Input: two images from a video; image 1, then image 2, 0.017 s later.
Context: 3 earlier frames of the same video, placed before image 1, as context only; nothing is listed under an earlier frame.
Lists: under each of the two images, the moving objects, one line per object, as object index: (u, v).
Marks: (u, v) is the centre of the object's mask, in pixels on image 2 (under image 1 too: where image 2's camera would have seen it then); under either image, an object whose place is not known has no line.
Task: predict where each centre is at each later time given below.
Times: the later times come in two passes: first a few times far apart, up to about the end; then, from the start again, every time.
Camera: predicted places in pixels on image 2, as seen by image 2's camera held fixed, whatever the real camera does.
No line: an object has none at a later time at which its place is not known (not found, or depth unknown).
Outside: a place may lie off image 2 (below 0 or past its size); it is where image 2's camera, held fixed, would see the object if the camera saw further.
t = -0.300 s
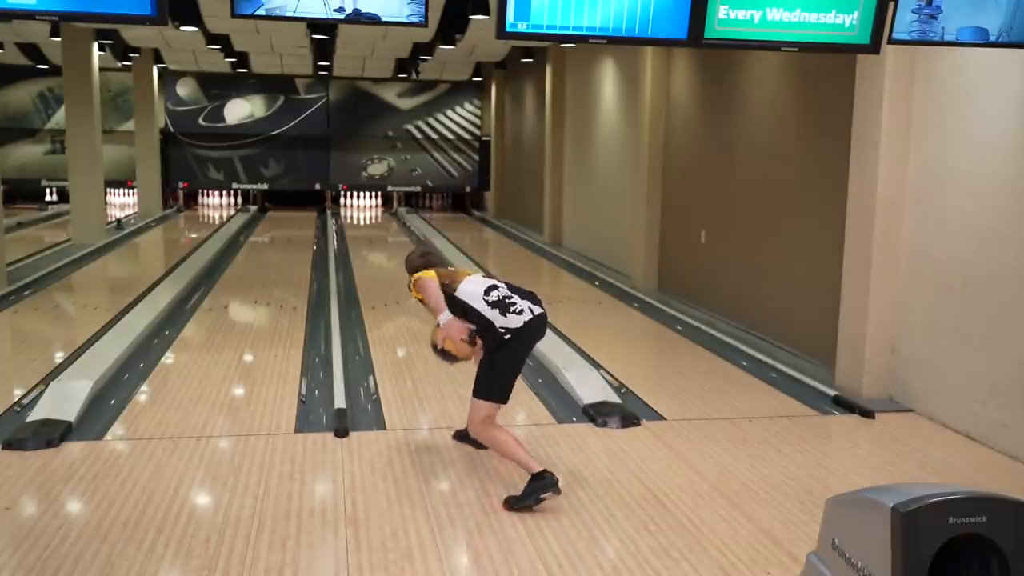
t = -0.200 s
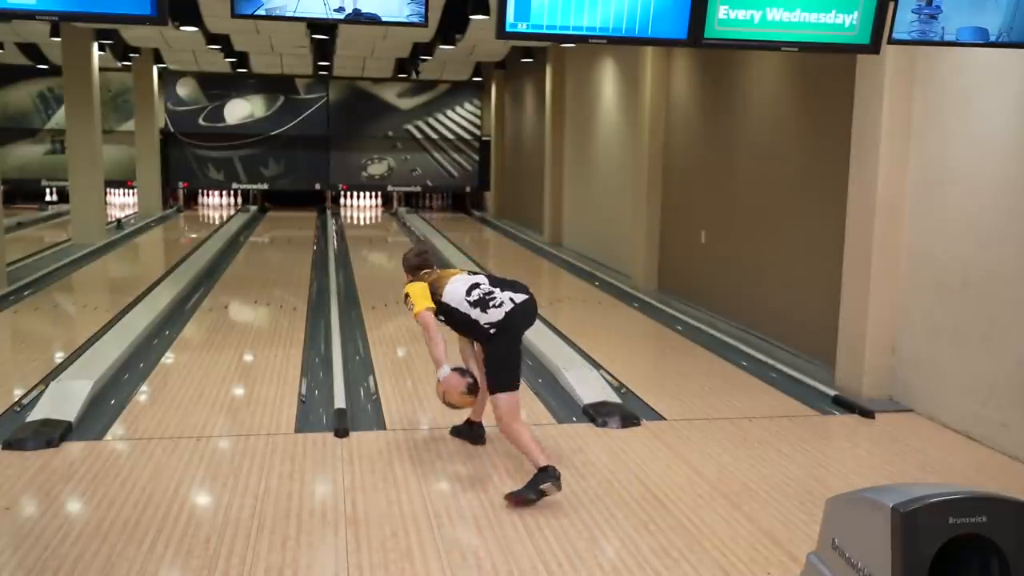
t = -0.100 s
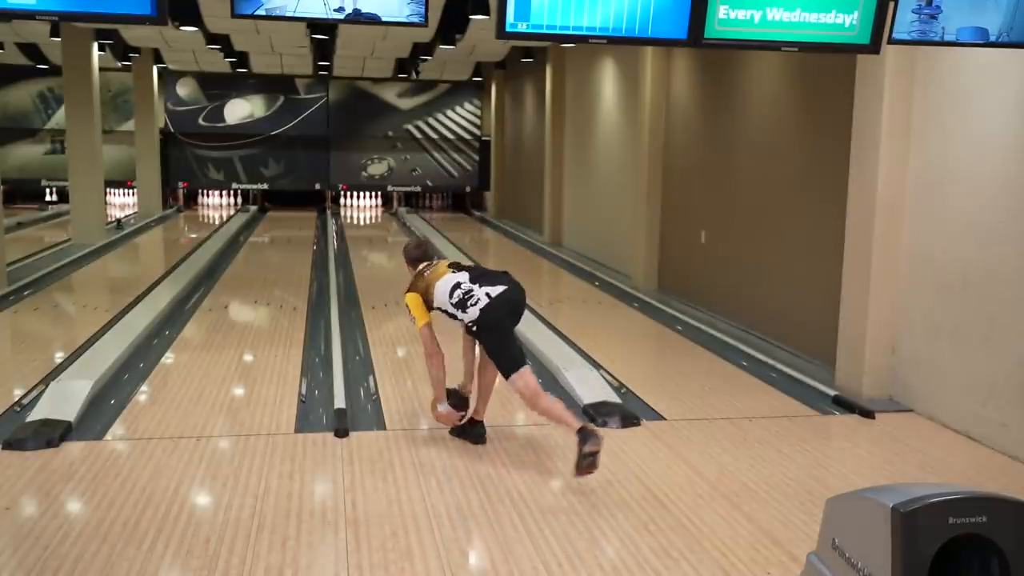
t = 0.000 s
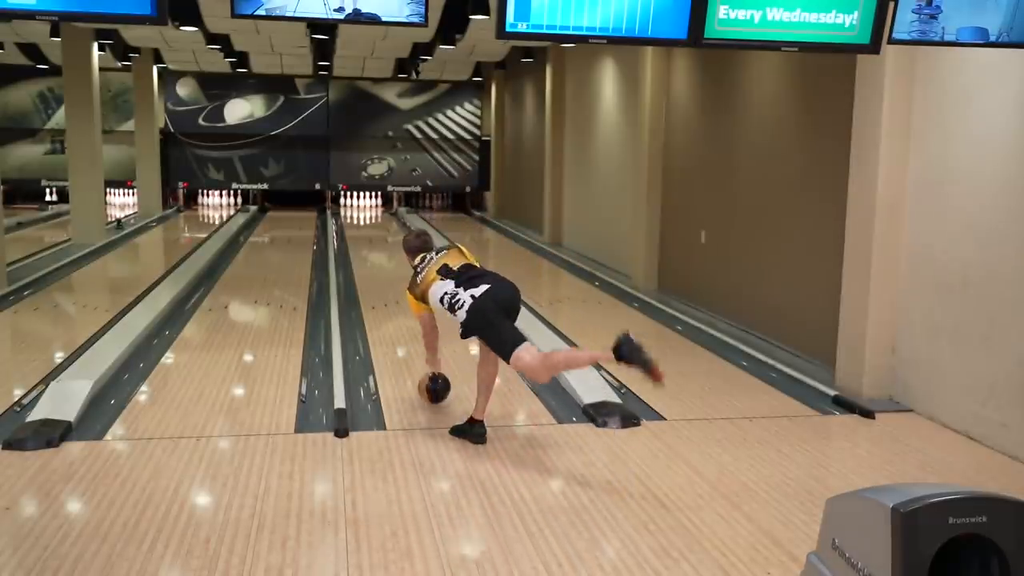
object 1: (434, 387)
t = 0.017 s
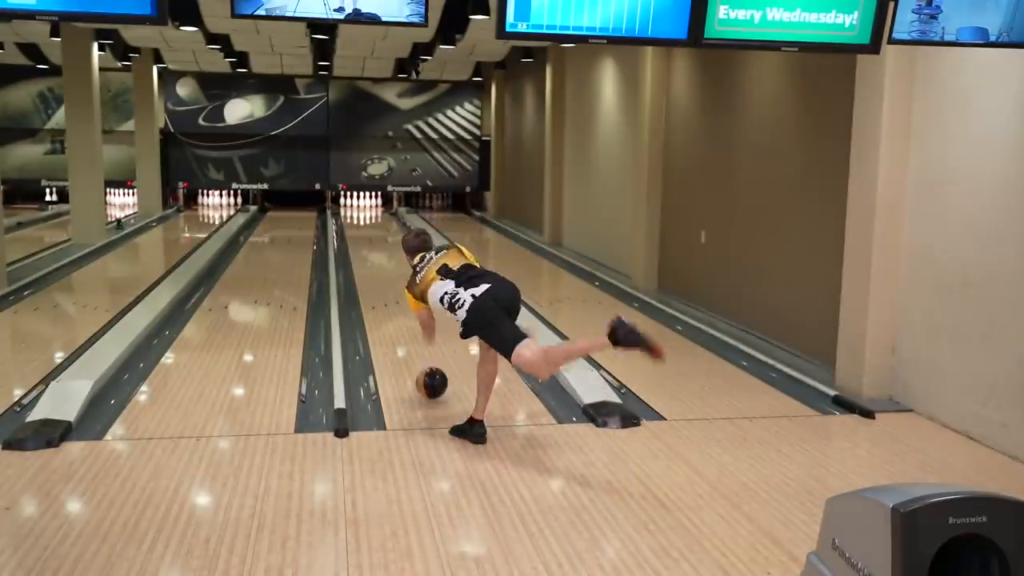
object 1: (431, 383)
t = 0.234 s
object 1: (405, 336)
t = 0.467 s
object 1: (388, 300)
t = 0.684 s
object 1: (376, 277)
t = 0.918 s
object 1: (368, 257)
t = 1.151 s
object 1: (361, 243)
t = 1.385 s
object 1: (357, 233)
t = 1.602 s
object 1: (354, 224)
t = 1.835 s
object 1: (352, 217)
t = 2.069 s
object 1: (354, 210)
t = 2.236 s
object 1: (355, 207)
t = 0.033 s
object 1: (429, 379)
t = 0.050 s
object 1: (426, 376)
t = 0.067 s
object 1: (424, 372)
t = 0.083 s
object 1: (422, 368)
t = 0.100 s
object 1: (419, 363)
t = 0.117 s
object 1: (418, 360)
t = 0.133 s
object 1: (416, 356)
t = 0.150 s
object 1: (414, 352)
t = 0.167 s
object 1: (412, 349)
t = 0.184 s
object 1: (410, 345)
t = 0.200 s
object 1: (409, 342)
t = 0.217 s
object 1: (407, 339)
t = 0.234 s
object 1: (405, 336)
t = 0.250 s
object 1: (404, 333)
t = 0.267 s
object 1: (403, 330)
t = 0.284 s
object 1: (401, 326)
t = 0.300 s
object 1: (400, 324)
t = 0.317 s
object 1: (398, 321)
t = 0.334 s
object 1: (397, 318)
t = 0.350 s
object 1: (396, 316)
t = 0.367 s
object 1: (396, 315)
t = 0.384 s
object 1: (394, 311)
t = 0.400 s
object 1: (392, 308)
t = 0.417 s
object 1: (391, 306)
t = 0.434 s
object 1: (390, 304)
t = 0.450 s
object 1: (389, 302)
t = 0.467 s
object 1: (388, 300)
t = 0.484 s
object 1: (387, 298)
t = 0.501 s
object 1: (386, 296)
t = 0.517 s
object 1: (385, 294)
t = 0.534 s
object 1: (384, 291)
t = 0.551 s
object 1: (383, 290)
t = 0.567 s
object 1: (382, 288)
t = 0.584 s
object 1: (381, 286)
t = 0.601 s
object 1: (380, 285)
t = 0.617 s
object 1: (380, 284)
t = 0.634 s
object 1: (379, 282)
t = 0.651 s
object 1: (378, 279)
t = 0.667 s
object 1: (377, 278)
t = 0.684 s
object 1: (376, 277)
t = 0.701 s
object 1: (375, 275)
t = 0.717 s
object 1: (375, 273)
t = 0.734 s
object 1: (374, 272)
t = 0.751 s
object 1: (374, 271)
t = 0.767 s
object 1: (373, 269)
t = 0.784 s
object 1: (372, 267)
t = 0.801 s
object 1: (372, 266)
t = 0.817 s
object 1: (371, 265)
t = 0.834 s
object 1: (370, 264)
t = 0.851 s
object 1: (370, 262)
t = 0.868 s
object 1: (369, 262)
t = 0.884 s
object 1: (369, 260)
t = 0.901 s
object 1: (368, 259)
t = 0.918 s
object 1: (368, 257)
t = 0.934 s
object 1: (367, 256)
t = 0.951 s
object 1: (367, 256)
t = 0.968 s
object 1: (366, 254)
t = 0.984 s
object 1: (365, 253)
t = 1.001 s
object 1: (365, 253)
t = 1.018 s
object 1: (365, 251)
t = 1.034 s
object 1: (364, 250)
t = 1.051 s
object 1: (364, 249)
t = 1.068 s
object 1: (364, 248)
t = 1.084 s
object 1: (363, 247)
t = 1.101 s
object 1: (362, 246)
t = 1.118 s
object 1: (362, 244)
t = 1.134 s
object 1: (362, 245)
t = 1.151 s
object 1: (361, 243)
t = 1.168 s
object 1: (361, 242)
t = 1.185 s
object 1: (361, 241)
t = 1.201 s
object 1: (361, 241)
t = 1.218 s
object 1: (360, 240)
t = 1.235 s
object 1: (360, 239)
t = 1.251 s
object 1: (360, 240)
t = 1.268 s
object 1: (359, 238)
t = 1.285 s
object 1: (358, 236)
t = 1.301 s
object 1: (358, 235)
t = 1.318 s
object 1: (358, 235)
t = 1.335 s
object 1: (358, 235)
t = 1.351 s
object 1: (358, 234)
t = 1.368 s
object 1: (358, 233)
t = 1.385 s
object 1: (357, 233)
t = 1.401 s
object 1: (356, 231)
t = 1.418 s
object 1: (356, 231)
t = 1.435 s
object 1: (356, 230)
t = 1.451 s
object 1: (356, 229)
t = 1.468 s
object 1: (355, 229)
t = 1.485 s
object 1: (355, 228)
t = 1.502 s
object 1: (355, 227)
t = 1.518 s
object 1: (355, 227)
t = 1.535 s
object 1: (354, 226)
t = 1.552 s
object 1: (354, 225)
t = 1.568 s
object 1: (354, 225)
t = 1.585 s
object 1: (354, 224)
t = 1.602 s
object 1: (354, 224)
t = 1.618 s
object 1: (354, 223)
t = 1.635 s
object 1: (354, 223)
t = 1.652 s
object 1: (353, 222)
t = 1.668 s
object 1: (353, 221)
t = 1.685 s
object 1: (353, 221)
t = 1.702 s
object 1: (353, 220)
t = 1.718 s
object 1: (353, 220)
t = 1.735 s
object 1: (353, 219)
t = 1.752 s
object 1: (353, 219)
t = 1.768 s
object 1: (352, 219)
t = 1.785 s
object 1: (353, 218)
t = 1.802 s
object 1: (353, 218)
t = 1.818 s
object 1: (352, 217)
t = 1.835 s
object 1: (352, 217)
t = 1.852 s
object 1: (352, 216)
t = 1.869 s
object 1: (352, 216)
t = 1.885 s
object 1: (352, 215)
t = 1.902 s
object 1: (352, 215)
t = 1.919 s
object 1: (353, 214)
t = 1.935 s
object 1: (353, 213)
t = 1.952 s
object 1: (353, 213)
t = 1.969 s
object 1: (353, 213)
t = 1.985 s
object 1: (353, 213)
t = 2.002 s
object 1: (353, 212)
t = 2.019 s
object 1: (354, 212)
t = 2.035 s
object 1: (354, 211)
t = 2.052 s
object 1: (353, 211)
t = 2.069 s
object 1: (354, 210)
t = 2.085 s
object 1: (354, 210)
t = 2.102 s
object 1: (354, 210)
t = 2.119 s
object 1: (354, 209)
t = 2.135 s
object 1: (354, 209)
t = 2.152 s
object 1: (354, 209)
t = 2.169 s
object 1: (355, 208)
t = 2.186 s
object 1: (355, 208)
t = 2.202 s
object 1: (355, 208)
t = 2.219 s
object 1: (355, 207)
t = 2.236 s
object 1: (355, 207)
